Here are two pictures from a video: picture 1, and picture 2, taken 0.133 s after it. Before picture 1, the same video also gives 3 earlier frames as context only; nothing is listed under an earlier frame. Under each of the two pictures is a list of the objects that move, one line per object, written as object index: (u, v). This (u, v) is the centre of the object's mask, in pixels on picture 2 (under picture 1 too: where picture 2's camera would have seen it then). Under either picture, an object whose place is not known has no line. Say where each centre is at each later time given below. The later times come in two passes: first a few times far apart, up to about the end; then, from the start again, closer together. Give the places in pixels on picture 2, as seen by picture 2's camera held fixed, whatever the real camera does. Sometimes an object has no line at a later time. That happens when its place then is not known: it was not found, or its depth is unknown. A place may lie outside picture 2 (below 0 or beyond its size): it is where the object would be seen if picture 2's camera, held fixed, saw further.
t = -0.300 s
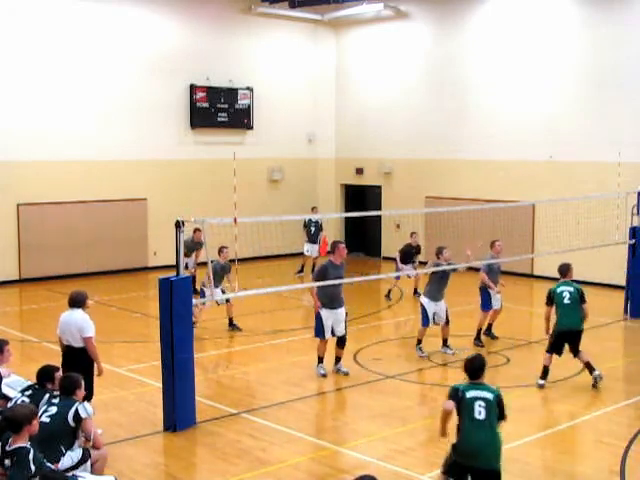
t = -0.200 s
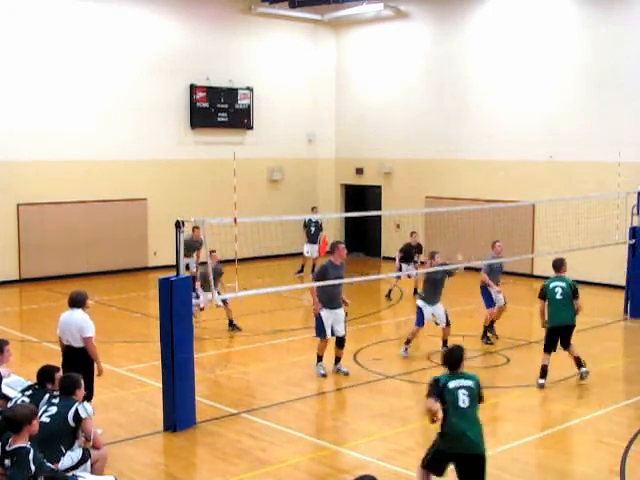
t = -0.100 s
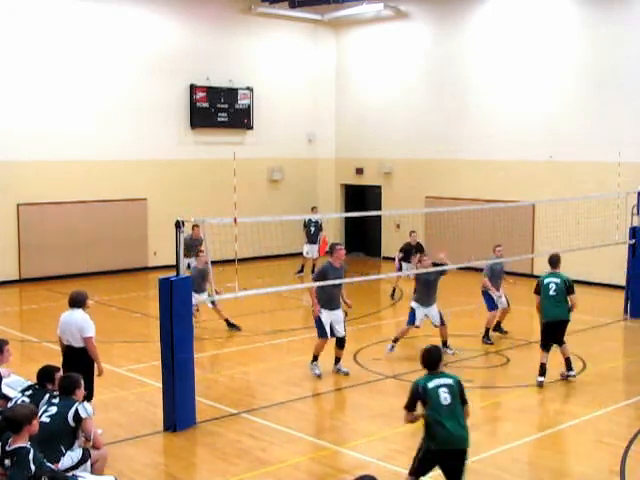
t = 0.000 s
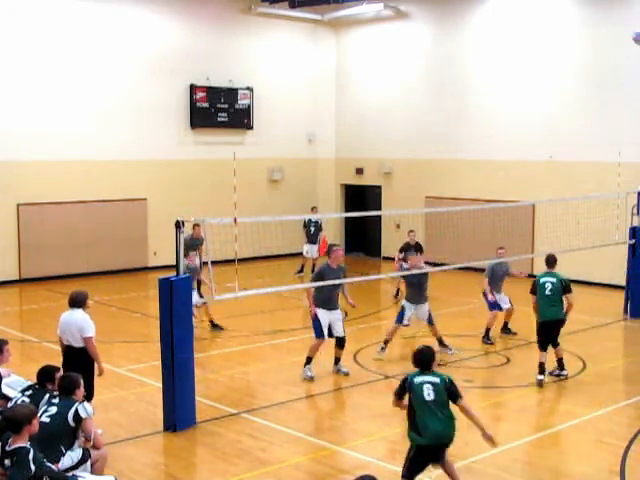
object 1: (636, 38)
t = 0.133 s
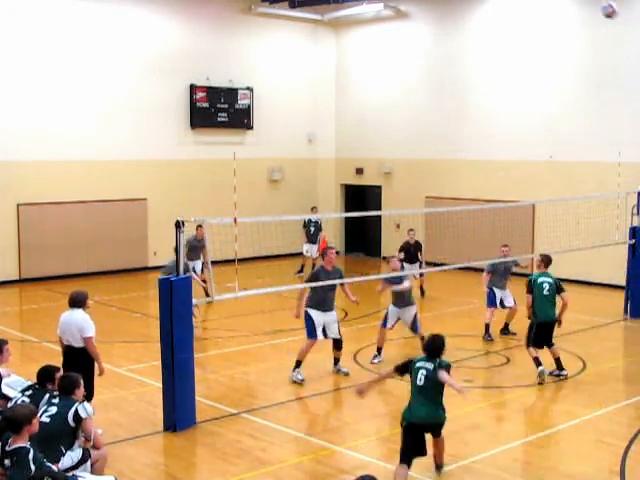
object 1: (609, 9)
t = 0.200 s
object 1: (592, 5)
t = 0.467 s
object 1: (528, 6)
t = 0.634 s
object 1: (483, 39)
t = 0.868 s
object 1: (422, 124)
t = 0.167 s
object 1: (601, 6)
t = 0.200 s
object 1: (592, 5)
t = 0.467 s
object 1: (528, 6)
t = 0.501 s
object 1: (519, 10)
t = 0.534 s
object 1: (510, 16)
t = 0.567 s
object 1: (501, 23)
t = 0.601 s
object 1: (493, 30)
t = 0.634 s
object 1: (483, 39)
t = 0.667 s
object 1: (475, 48)
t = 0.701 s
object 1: (466, 58)
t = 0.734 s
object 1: (457, 70)
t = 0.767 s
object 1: (448, 82)
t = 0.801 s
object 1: (440, 95)
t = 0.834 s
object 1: (431, 109)
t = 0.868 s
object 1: (422, 124)
